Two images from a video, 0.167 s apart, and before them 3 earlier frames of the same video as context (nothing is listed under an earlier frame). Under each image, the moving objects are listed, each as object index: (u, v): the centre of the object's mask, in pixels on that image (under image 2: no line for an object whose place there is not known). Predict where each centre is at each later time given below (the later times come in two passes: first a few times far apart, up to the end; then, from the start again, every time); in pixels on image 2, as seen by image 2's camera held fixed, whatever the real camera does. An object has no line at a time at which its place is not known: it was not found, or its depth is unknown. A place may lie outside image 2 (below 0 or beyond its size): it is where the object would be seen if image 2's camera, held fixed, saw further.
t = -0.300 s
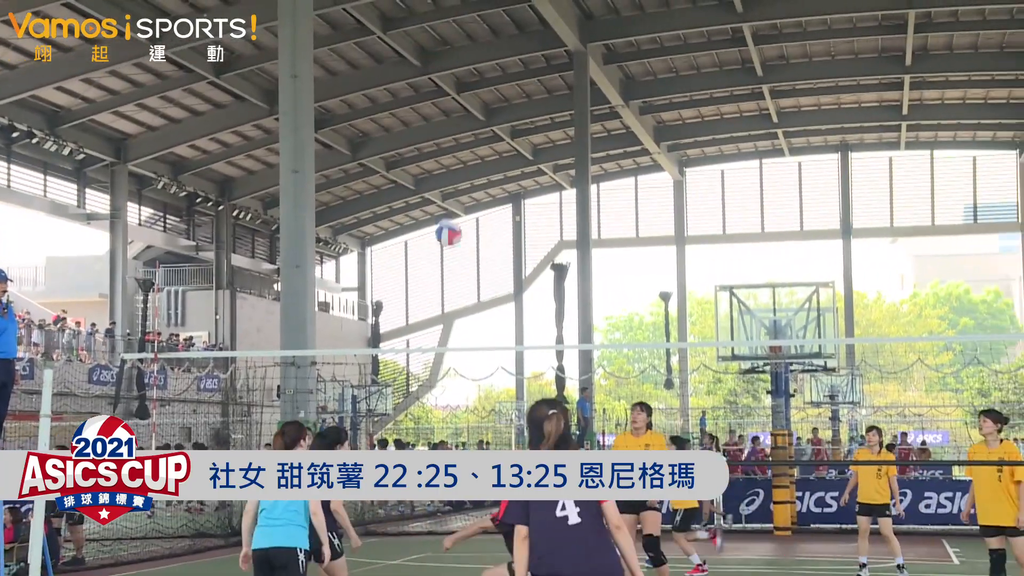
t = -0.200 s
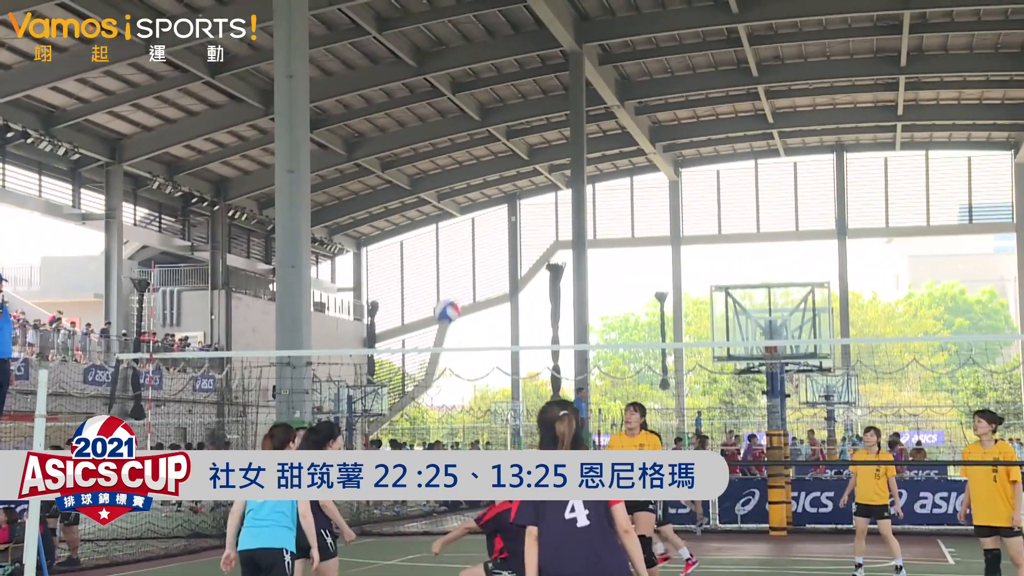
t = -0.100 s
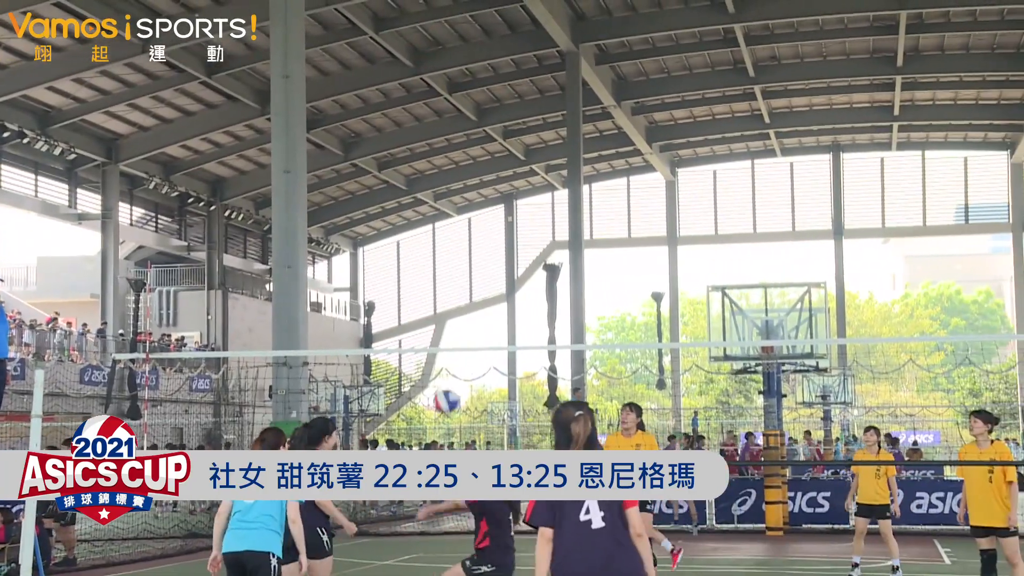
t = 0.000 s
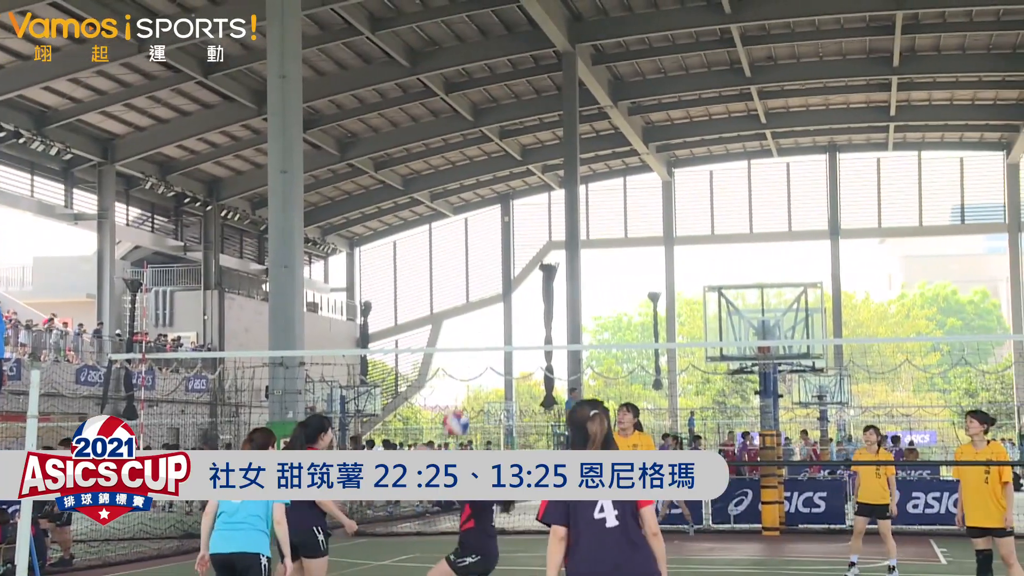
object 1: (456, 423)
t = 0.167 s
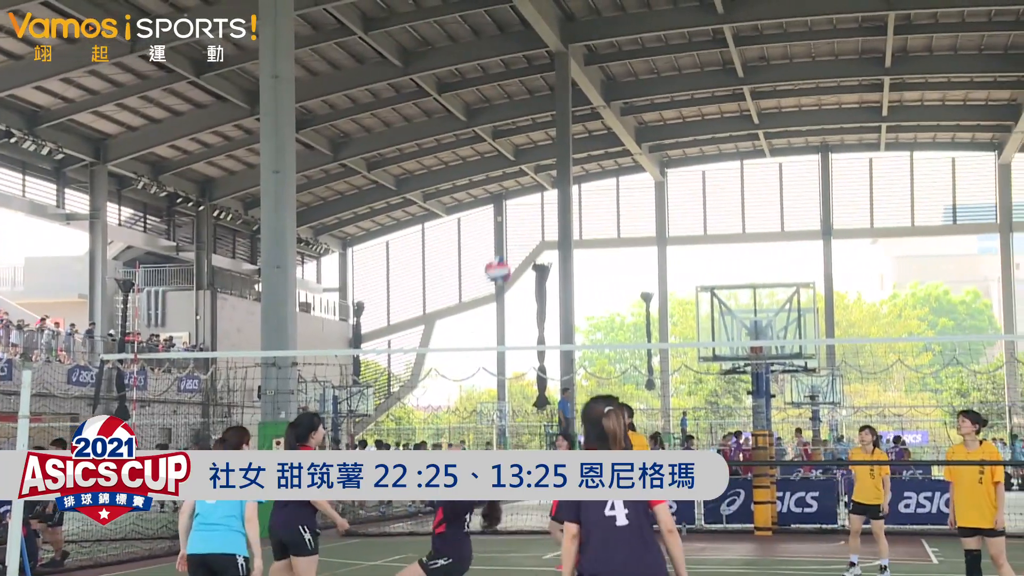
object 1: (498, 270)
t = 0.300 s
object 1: (537, 176)
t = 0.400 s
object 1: (565, 118)
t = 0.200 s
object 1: (507, 245)
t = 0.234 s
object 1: (517, 221)
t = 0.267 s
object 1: (527, 197)
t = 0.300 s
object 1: (537, 176)
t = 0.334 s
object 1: (546, 155)
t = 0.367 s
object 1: (556, 135)
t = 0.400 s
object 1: (565, 118)
